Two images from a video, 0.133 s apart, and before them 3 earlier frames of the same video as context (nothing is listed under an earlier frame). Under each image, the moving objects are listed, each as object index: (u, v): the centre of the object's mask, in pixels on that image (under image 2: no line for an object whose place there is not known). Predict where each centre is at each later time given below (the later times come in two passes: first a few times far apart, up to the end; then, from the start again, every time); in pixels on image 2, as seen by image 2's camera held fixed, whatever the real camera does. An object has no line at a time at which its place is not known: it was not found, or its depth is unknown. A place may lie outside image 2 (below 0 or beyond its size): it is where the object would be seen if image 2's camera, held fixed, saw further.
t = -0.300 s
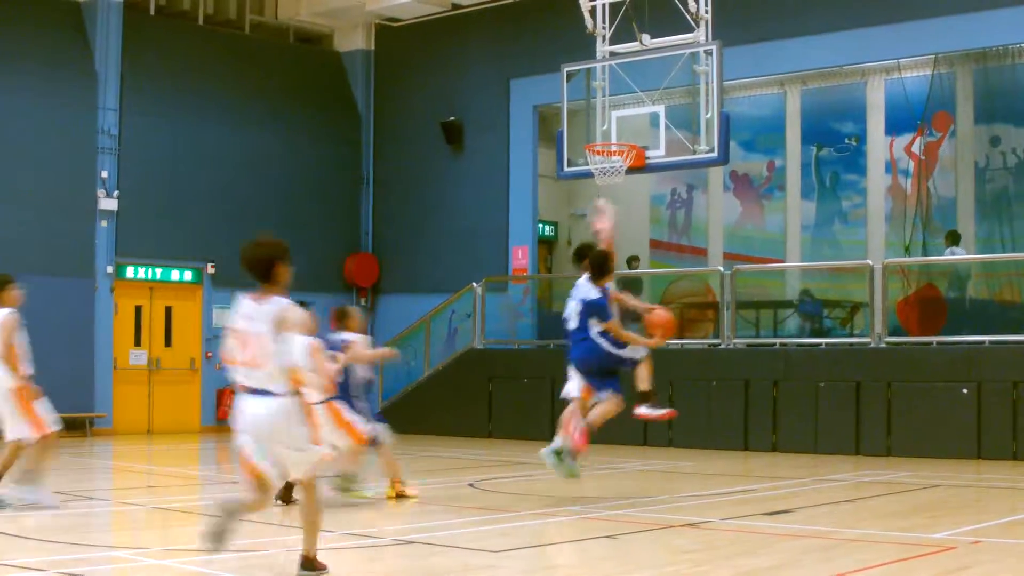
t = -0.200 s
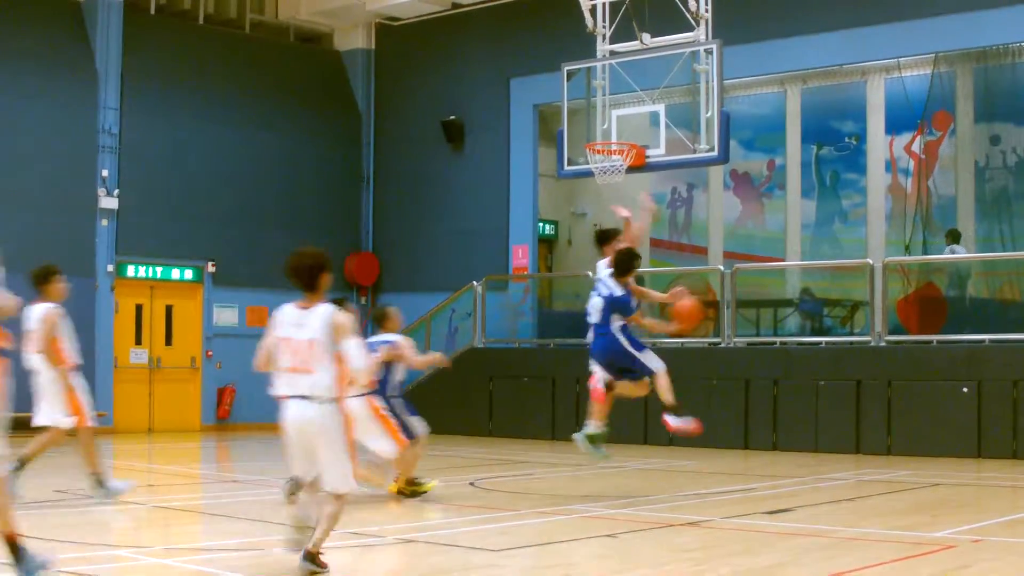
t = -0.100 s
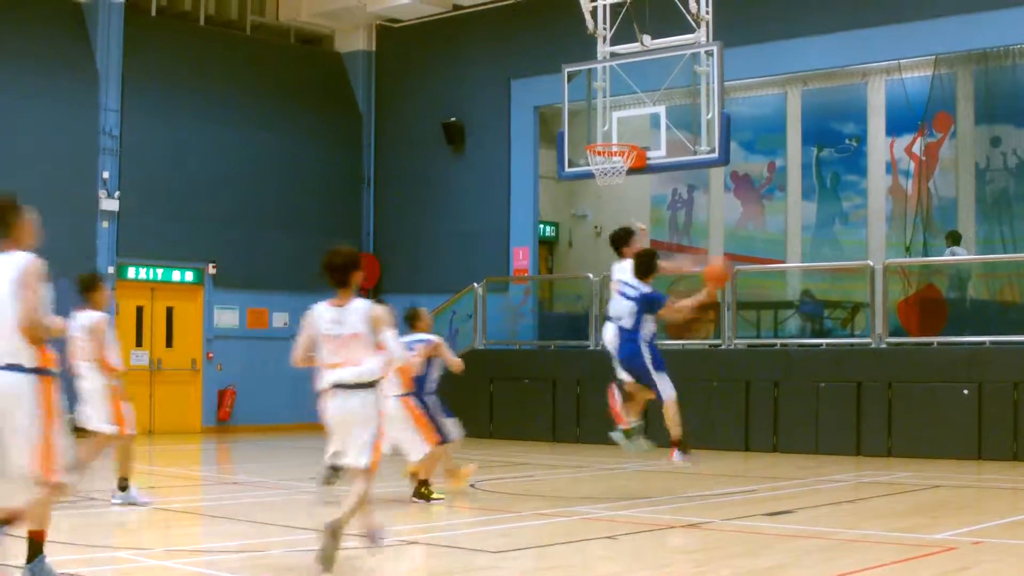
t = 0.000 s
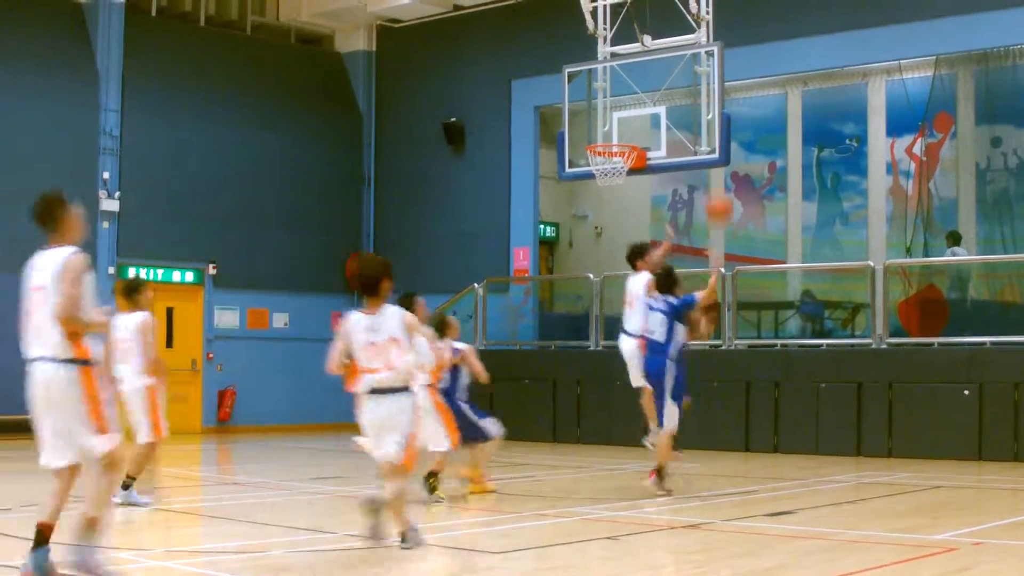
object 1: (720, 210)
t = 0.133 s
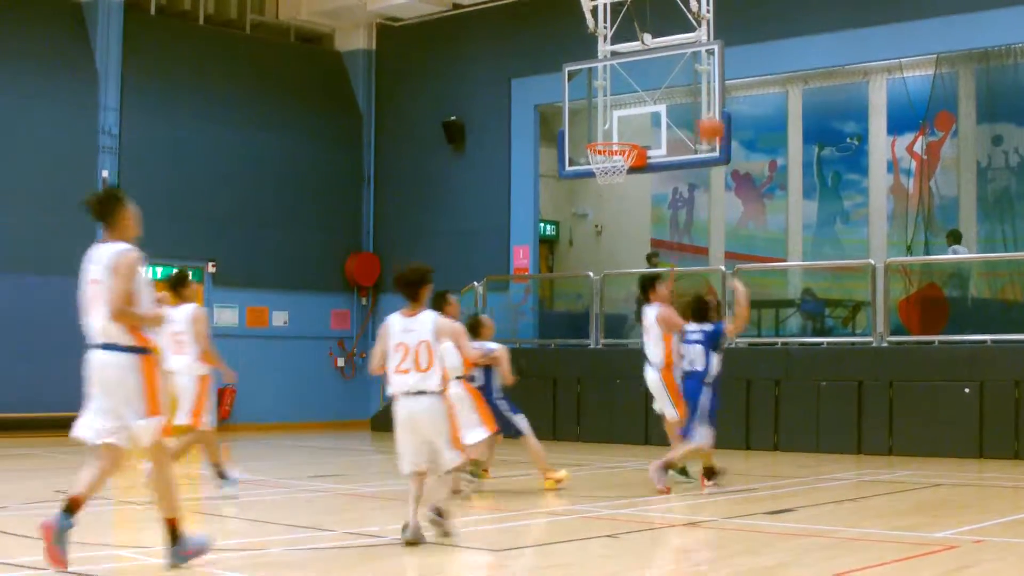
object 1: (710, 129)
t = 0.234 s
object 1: (704, 84)
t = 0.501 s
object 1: (687, 22)
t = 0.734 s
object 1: (674, 31)
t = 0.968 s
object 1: (661, 104)
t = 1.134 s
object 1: (653, 195)
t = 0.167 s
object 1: (708, 114)
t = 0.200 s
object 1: (705, 99)
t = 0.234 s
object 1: (704, 84)
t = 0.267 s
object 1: (702, 72)
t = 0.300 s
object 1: (700, 62)
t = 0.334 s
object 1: (697, 53)
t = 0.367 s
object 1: (695, 44)
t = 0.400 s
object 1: (694, 36)
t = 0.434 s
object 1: (691, 30)
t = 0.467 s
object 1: (689, 27)
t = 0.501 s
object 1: (687, 22)
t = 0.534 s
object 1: (685, 20)
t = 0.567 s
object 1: (684, 20)
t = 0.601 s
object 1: (682, 20)
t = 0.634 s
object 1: (680, 21)
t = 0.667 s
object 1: (678, 23)
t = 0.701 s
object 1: (676, 27)
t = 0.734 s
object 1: (674, 31)
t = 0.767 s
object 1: (673, 38)
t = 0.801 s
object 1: (670, 46)
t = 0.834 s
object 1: (669, 57)
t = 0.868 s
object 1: (667, 67)
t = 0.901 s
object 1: (665, 77)
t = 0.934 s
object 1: (663, 90)
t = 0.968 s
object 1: (661, 104)
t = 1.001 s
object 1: (660, 119)
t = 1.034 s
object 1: (658, 135)
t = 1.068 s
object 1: (656, 157)
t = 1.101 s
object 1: (655, 175)
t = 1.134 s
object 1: (653, 195)
